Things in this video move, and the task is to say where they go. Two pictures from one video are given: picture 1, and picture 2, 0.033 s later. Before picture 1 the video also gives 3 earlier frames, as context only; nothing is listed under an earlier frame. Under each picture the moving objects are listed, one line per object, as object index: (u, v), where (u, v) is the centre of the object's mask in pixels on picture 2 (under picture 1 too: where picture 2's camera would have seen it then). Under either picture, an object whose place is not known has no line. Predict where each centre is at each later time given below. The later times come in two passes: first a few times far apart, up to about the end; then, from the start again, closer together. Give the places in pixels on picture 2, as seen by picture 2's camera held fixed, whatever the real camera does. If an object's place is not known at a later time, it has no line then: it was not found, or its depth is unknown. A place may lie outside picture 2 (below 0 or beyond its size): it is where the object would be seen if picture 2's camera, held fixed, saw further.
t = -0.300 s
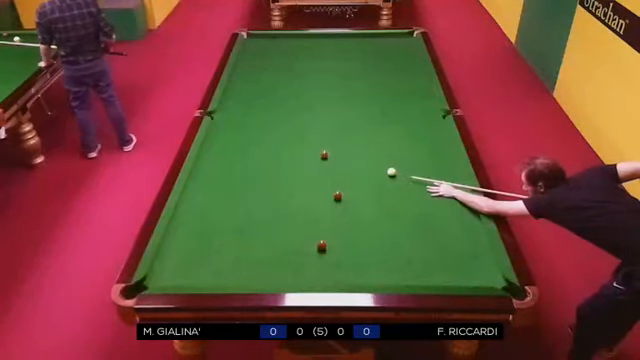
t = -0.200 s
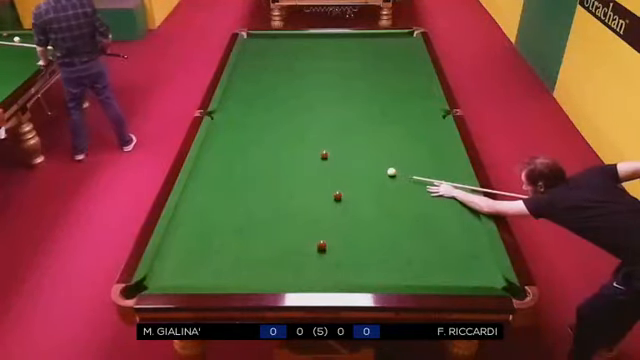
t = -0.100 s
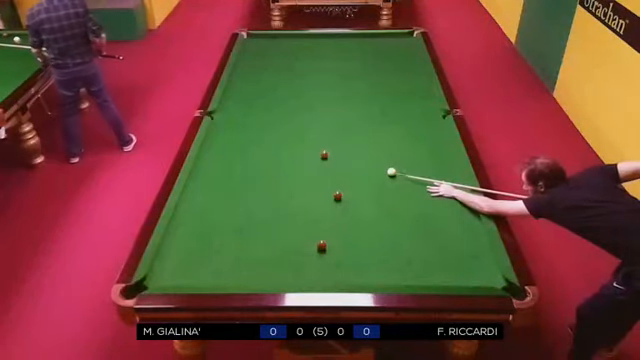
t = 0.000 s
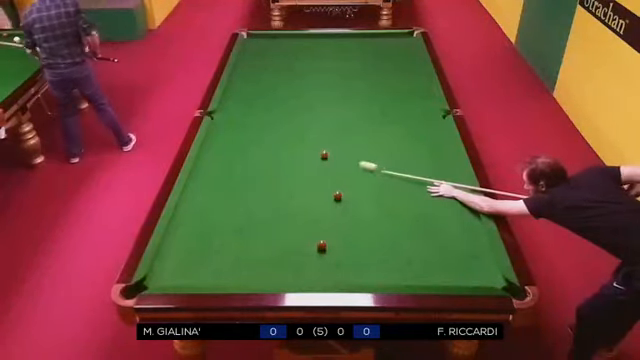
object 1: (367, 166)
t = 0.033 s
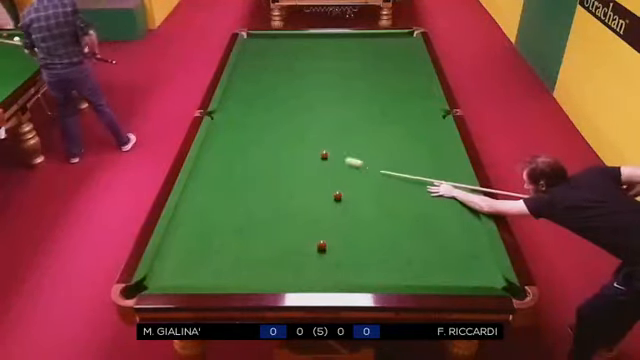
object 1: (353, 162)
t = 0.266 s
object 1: (327, 159)
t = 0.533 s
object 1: (322, 162)
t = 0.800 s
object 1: (317, 166)
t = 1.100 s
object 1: (313, 169)
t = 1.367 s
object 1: (310, 171)
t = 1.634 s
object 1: (307, 173)
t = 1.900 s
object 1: (306, 174)
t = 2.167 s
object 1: (304, 175)
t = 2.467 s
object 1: (304, 175)
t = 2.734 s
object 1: (304, 175)
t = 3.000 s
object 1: (303, 175)
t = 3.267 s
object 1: (304, 175)
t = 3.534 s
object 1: (304, 175)
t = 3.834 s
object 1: (304, 175)
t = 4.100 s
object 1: (304, 175)
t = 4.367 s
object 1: (304, 175)
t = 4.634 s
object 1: (304, 175)
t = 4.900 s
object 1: (304, 175)
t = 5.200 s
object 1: (304, 175)
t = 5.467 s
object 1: (304, 175)
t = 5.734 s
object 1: (304, 175)
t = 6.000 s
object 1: (304, 175)
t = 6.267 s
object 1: (303, 175)
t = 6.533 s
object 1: (303, 175)
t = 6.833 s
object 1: (303, 175)
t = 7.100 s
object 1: (303, 175)
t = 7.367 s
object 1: (303, 175)
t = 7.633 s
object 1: (303, 175)
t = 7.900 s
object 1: (303, 175)
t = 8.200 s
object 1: (304, 175)
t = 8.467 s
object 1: (304, 175)
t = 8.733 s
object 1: (304, 175)
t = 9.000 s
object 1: (304, 175)
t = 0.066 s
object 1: (341, 159)
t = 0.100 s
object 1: (331, 157)
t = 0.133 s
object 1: (329, 157)
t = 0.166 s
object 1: (329, 158)
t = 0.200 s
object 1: (328, 158)
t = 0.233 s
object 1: (327, 158)
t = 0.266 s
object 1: (327, 159)
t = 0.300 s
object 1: (326, 160)
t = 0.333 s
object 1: (325, 160)
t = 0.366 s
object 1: (325, 160)
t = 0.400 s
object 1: (324, 161)
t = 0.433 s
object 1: (323, 161)
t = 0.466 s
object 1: (323, 161)
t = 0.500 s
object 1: (322, 162)
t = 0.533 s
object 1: (322, 162)
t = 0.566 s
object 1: (321, 163)
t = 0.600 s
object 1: (320, 163)
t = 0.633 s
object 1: (320, 164)
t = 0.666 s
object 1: (319, 164)
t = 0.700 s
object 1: (319, 164)
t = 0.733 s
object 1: (318, 165)
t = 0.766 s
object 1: (318, 165)
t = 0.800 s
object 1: (317, 166)
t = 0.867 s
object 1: (316, 166)
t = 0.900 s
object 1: (316, 167)
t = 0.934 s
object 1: (315, 167)
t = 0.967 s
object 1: (315, 168)
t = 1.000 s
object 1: (314, 167)
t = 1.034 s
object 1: (314, 168)
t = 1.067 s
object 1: (313, 168)
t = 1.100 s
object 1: (313, 169)
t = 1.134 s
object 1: (312, 169)
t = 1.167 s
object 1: (312, 169)
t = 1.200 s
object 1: (312, 170)
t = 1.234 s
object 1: (311, 170)
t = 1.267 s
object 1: (311, 170)
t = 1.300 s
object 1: (310, 171)
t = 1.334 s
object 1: (310, 171)
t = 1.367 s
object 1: (310, 171)
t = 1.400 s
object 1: (309, 171)
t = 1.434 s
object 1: (309, 172)
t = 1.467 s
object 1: (309, 172)
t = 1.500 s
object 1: (308, 172)
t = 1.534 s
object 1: (308, 172)
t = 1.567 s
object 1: (308, 172)
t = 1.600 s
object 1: (307, 172)
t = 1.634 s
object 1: (307, 173)
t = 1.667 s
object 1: (307, 173)
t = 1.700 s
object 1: (307, 173)
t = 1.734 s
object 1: (307, 173)
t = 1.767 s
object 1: (306, 173)
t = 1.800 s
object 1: (306, 173)
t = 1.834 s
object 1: (306, 174)
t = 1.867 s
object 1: (306, 174)
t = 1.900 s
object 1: (306, 174)
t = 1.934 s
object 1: (305, 174)
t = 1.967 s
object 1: (305, 174)
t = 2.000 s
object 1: (305, 174)
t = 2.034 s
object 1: (305, 174)
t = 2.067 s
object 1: (305, 174)
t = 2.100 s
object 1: (305, 174)
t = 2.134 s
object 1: (304, 174)
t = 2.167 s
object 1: (304, 175)
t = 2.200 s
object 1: (304, 175)
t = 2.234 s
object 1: (304, 175)
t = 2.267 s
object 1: (304, 175)
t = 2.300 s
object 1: (304, 175)
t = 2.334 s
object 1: (304, 175)
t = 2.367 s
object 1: (304, 175)
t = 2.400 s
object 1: (304, 175)
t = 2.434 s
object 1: (303, 175)
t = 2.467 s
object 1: (304, 175)
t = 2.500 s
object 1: (304, 175)
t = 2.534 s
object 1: (304, 175)
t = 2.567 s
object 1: (304, 175)
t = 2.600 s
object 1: (304, 175)
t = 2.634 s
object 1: (303, 175)
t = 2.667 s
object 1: (303, 175)
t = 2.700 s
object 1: (304, 175)
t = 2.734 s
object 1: (304, 175)
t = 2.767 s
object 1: (304, 175)
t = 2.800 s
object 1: (304, 175)
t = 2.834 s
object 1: (304, 175)
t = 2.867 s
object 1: (304, 175)
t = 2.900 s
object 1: (303, 175)
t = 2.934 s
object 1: (303, 175)
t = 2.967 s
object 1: (303, 175)
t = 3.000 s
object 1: (303, 175)
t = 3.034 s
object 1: (303, 175)
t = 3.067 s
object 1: (303, 175)
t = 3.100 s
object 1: (303, 175)
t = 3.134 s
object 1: (304, 175)
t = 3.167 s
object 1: (303, 175)
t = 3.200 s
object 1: (304, 175)
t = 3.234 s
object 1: (304, 175)
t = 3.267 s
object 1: (304, 175)
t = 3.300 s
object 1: (303, 175)
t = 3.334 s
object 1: (303, 175)
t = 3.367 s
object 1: (303, 175)
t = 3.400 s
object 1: (303, 175)
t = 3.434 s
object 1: (303, 175)
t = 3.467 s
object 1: (304, 175)
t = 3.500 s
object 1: (304, 175)
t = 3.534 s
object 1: (304, 175)
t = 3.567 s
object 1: (304, 175)
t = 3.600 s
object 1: (304, 175)
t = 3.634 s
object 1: (304, 175)
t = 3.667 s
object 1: (304, 175)
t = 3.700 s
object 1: (304, 175)
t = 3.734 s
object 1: (304, 175)
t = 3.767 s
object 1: (304, 175)
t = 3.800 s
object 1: (304, 175)
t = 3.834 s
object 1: (304, 175)
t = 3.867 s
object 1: (304, 175)
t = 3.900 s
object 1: (304, 175)
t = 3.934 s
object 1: (304, 175)
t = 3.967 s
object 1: (304, 175)
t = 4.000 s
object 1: (304, 175)
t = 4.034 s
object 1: (304, 175)
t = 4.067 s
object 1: (304, 175)
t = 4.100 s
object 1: (304, 175)
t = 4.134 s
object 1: (304, 175)
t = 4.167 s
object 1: (304, 175)
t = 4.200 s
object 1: (304, 175)
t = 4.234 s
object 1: (304, 175)
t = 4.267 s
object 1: (304, 175)
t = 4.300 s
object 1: (304, 175)
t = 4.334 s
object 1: (304, 175)
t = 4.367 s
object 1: (304, 175)
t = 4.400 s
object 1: (304, 175)
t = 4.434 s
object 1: (304, 175)
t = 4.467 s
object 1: (304, 175)
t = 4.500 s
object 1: (304, 175)
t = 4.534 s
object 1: (304, 175)
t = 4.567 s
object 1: (304, 175)
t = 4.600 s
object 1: (304, 175)
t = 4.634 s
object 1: (304, 175)
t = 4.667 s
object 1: (304, 175)
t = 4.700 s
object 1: (304, 175)
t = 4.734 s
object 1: (304, 175)
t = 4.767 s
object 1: (304, 175)
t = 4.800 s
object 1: (304, 175)
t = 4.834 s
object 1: (304, 175)
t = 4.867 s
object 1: (304, 175)
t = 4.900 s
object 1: (304, 175)
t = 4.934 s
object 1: (304, 175)
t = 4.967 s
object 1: (304, 175)
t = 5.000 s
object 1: (304, 175)
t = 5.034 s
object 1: (304, 175)
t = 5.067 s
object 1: (304, 175)
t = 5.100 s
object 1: (304, 175)
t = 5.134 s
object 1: (304, 175)
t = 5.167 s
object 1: (304, 175)
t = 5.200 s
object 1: (304, 175)
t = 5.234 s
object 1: (304, 175)
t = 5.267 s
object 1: (304, 175)
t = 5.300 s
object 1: (304, 175)
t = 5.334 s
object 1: (304, 175)
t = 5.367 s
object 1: (304, 175)
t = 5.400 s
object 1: (304, 175)
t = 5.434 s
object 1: (304, 175)
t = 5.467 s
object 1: (304, 175)
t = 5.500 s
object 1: (304, 175)
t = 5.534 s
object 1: (304, 175)
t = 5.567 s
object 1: (304, 175)
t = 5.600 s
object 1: (304, 175)
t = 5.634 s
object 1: (304, 175)
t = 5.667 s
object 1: (304, 175)
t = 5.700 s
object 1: (304, 175)
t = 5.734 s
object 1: (304, 175)
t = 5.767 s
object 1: (304, 175)
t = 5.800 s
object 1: (304, 175)
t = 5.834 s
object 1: (304, 175)
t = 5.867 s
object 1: (304, 175)
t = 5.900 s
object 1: (304, 175)
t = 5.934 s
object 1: (304, 175)
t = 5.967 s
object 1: (304, 175)
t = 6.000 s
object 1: (304, 175)
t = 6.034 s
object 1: (304, 175)
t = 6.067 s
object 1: (304, 175)
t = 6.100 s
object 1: (304, 175)
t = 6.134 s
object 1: (304, 175)
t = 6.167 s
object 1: (304, 175)
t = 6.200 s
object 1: (303, 175)
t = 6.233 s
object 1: (303, 175)
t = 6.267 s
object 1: (303, 175)
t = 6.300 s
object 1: (303, 175)
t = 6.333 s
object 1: (303, 175)
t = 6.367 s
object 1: (303, 175)
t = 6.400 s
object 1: (303, 175)
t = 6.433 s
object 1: (303, 175)
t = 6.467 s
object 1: (303, 175)
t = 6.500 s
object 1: (303, 175)
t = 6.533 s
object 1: (303, 175)
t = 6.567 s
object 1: (303, 175)
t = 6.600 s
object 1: (303, 175)
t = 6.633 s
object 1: (303, 175)
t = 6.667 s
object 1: (303, 175)
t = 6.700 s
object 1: (303, 175)
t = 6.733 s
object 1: (303, 175)
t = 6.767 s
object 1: (303, 175)
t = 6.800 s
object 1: (303, 175)
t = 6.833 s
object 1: (303, 175)
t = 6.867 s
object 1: (303, 175)
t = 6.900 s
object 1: (303, 175)
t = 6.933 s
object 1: (303, 175)
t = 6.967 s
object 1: (303, 175)
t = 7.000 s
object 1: (303, 175)
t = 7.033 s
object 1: (303, 175)
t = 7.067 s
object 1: (303, 175)
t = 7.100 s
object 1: (303, 175)
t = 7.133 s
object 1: (303, 175)
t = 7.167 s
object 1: (303, 175)
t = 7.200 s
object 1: (303, 175)
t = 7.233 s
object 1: (303, 175)
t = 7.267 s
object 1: (303, 175)
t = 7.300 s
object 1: (303, 175)
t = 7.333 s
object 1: (303, 175)
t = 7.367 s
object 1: (303, 175)
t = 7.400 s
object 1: (303, 175)
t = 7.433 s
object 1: (303, 175)
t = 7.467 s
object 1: (303, 175)
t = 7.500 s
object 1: (303, 175)
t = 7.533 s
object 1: (303, 175)
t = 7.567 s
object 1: (303, 175)
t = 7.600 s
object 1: (303, 175)
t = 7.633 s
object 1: (303, 175)
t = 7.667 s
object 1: (303, 175)
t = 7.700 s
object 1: (303, 175)
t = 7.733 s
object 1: (303, 175)
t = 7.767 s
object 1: (303, 175)
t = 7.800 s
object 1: (303, 175)
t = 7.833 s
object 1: (303, 175)
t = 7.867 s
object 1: (303, 175)
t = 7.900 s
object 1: (303, 175)
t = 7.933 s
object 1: (303, 175)
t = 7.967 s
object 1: (303, 175)
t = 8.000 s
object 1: (303, 175)
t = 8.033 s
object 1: (303, 175)
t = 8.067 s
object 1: (303, 175)
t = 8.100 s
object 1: (303, 175)
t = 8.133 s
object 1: (303, 175)
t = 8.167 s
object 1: (303, 175)
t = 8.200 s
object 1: (304, 175)
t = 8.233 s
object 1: (304, 175)
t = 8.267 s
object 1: (304, 175)
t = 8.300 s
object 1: (304, 175)
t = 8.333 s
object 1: (304, 175)
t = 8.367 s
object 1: (304, 175)
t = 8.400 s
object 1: (304, 175)
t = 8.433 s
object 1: (304, 175)
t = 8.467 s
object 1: (304, 175)
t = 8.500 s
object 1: (304, 175)
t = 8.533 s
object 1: (304, 175)
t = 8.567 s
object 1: (304, 175)
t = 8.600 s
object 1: (304, 175)
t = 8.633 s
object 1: (304, 175)
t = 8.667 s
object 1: (304, 175)
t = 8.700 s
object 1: (304, 175)
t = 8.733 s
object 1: (304, 175)
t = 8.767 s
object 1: (304, 175)
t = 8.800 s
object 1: (304, 175)
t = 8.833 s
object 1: (304, 175)
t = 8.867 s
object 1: (304, 175)
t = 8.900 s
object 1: (304, 175)
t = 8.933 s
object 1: (304, 175)
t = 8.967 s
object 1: (304, 175)
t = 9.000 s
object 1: (304, 175)
